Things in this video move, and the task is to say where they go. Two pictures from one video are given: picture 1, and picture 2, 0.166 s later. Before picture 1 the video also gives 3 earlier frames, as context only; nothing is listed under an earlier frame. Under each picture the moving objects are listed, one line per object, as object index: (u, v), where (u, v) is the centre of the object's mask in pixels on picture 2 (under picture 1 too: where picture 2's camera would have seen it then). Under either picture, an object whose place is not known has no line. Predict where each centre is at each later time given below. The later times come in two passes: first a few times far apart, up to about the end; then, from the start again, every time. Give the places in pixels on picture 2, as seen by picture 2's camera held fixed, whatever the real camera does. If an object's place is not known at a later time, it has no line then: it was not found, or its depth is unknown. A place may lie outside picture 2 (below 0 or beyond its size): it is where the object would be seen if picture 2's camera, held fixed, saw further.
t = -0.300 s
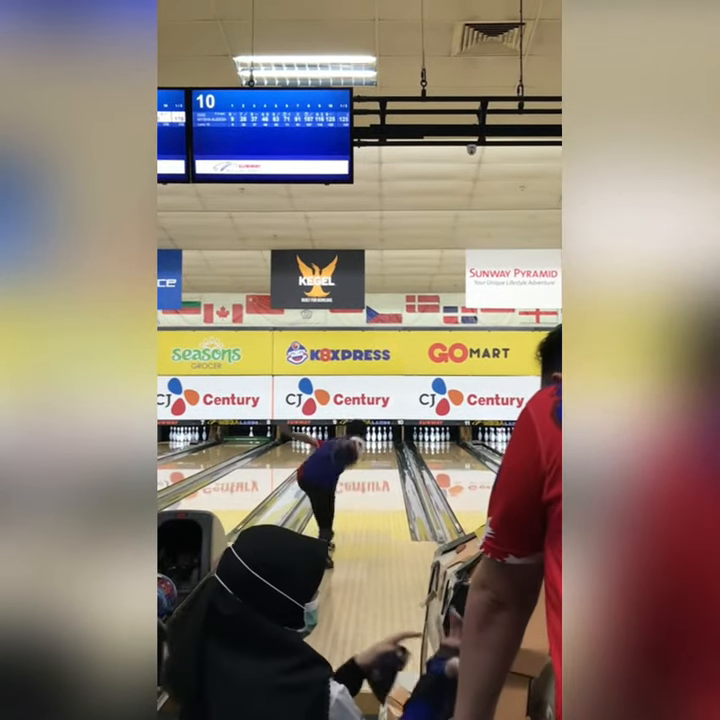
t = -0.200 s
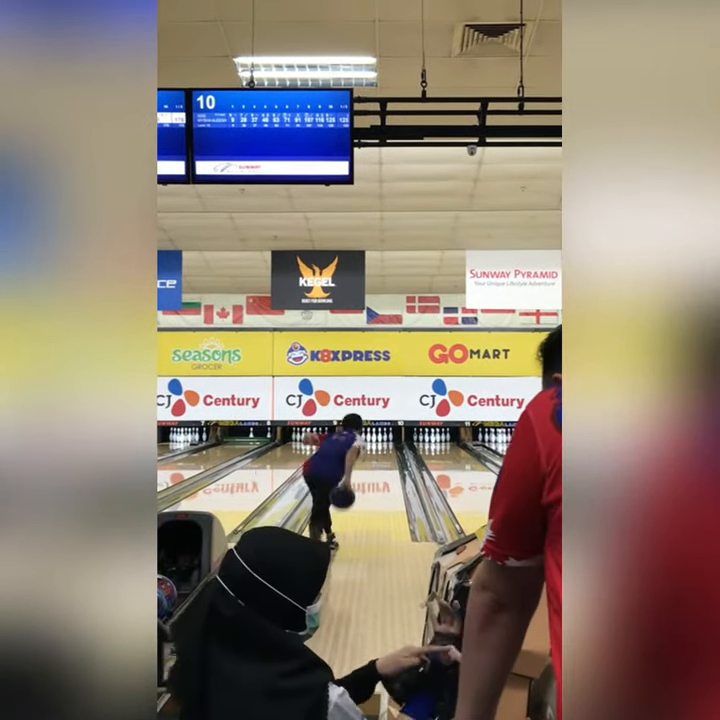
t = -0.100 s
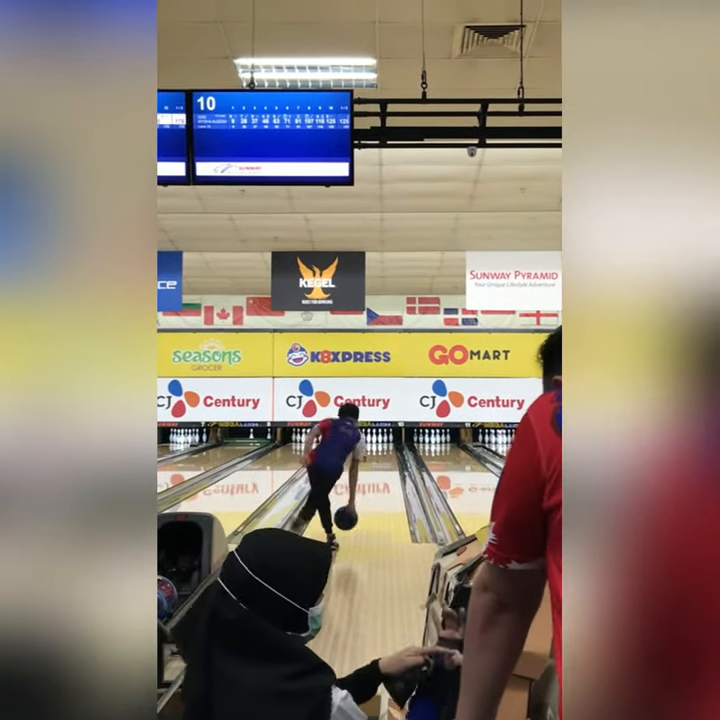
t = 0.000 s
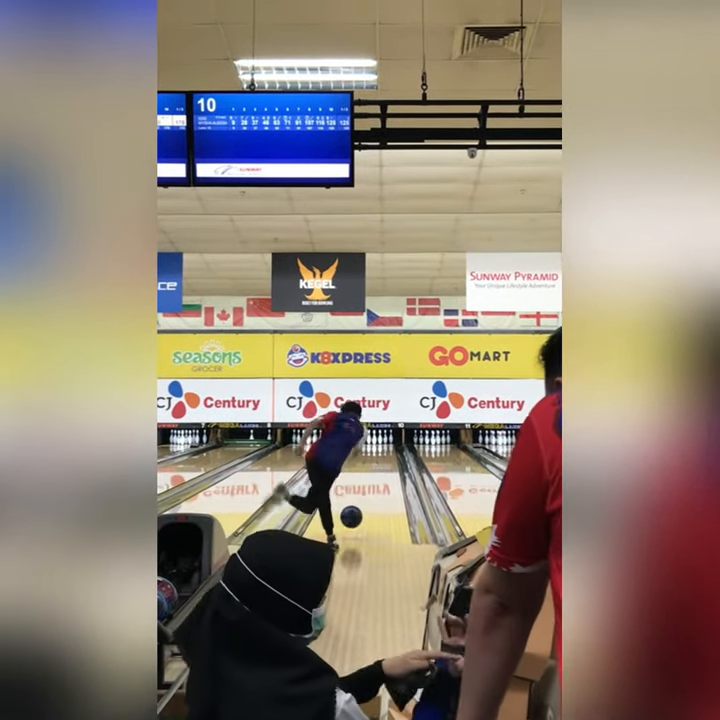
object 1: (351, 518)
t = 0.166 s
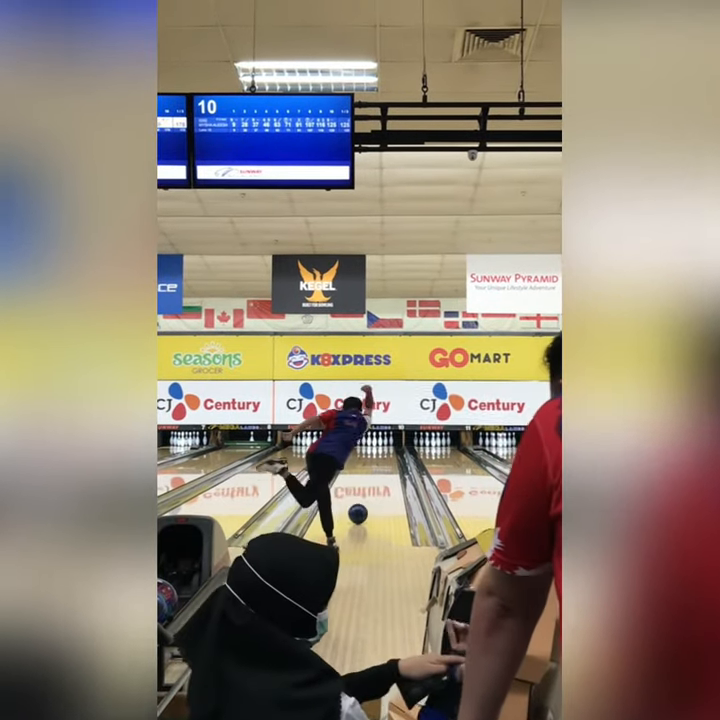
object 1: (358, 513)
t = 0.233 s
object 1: (360, 508)
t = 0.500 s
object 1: (366, 490)
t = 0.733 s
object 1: (370, 479)
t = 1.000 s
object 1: (374, 470)
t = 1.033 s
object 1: (374, 469)
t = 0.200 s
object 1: (359, 510)
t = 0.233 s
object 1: (360, 508)
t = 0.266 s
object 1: (361, 506)
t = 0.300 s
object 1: (362, 503)
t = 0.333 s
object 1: (362, 501)
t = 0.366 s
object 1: (363, 499)
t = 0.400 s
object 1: (364, 496)
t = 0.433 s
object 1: (365, 494)
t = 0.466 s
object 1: (366, 492)
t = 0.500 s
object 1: (366, 490)
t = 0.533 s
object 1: (367, 489)
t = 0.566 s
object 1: (367, 487)
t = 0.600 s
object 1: (368, 485)
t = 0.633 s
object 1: (369, 483)
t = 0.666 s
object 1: (369, 482)
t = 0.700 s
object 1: (370, 481)
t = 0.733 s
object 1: (370, 479)
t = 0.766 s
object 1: (371, 478)
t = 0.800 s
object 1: (371, 476)
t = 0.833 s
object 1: (372, 475)
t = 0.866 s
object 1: (372, 474)
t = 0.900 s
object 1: (373, 473)
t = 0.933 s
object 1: (373, 472)
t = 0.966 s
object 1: (373, 471)
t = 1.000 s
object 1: (374, 470)
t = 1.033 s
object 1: (374, 469)
